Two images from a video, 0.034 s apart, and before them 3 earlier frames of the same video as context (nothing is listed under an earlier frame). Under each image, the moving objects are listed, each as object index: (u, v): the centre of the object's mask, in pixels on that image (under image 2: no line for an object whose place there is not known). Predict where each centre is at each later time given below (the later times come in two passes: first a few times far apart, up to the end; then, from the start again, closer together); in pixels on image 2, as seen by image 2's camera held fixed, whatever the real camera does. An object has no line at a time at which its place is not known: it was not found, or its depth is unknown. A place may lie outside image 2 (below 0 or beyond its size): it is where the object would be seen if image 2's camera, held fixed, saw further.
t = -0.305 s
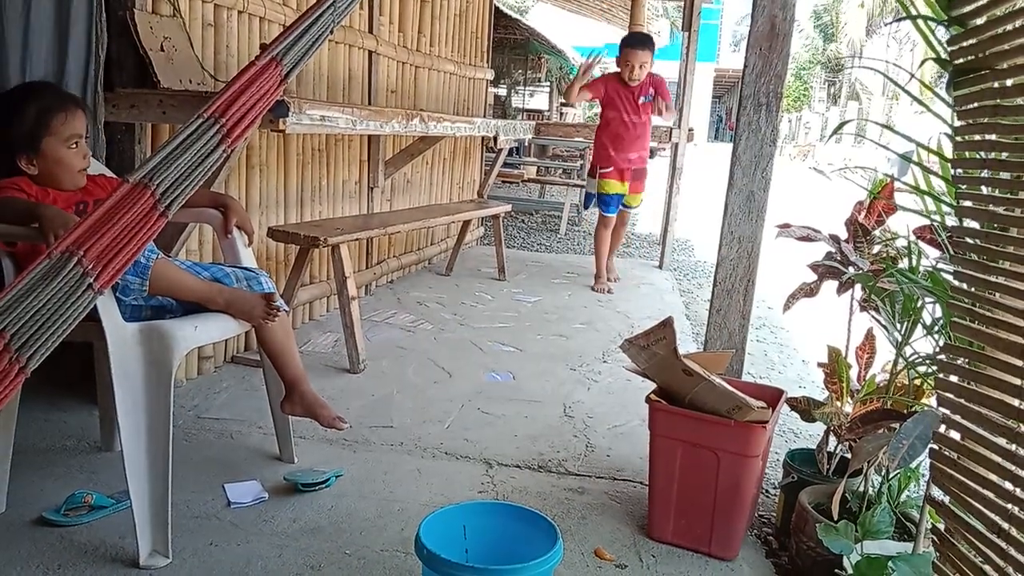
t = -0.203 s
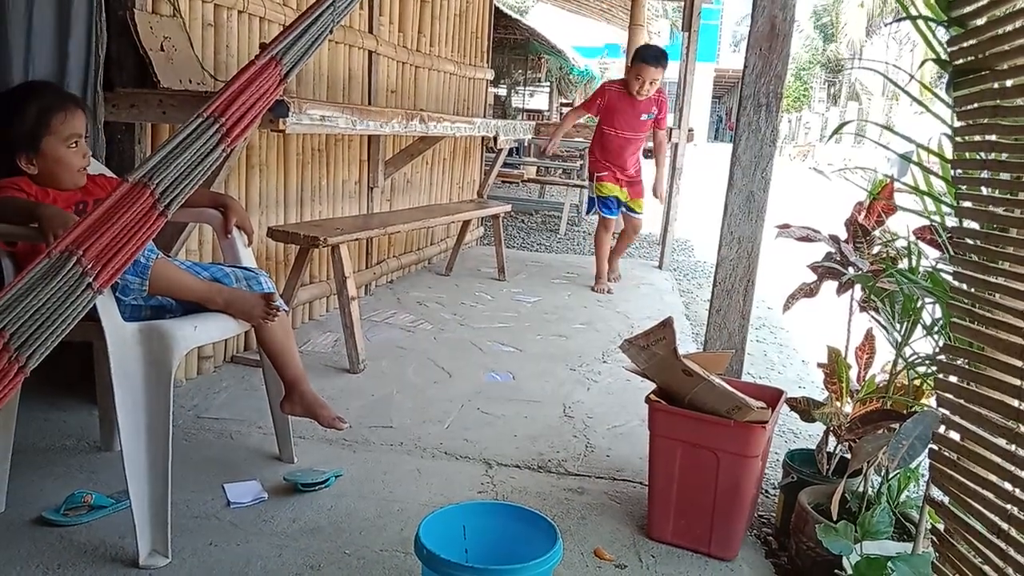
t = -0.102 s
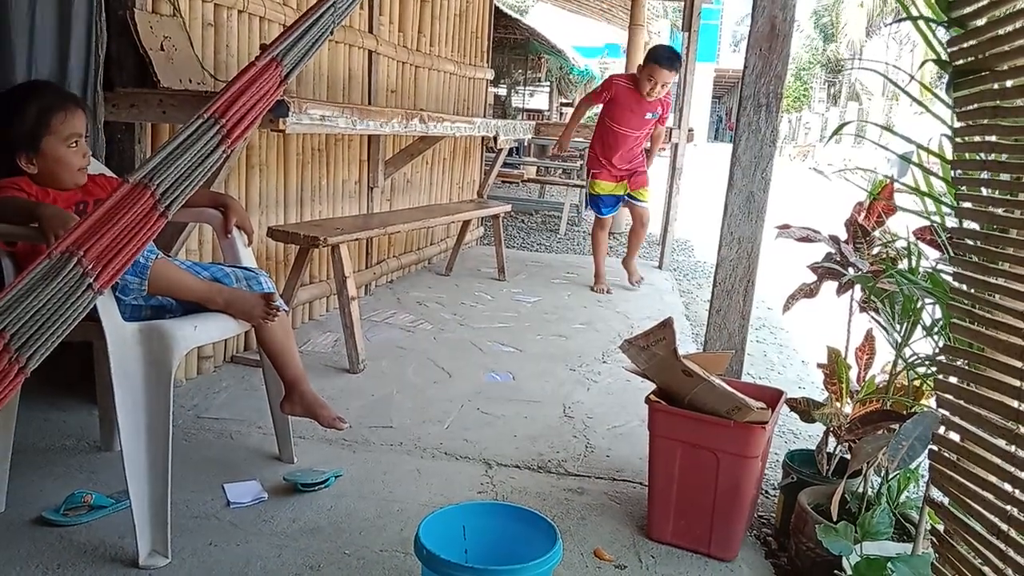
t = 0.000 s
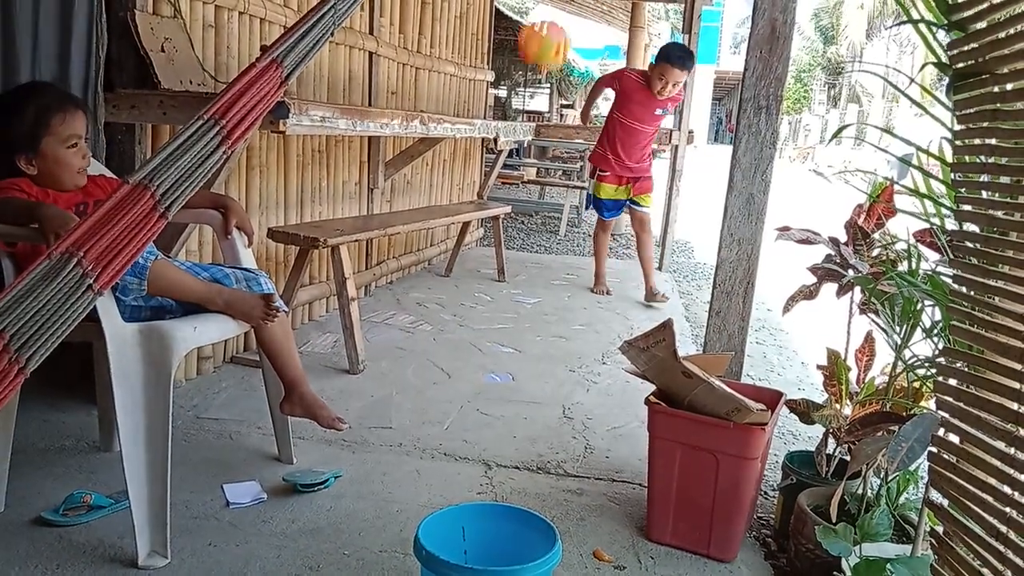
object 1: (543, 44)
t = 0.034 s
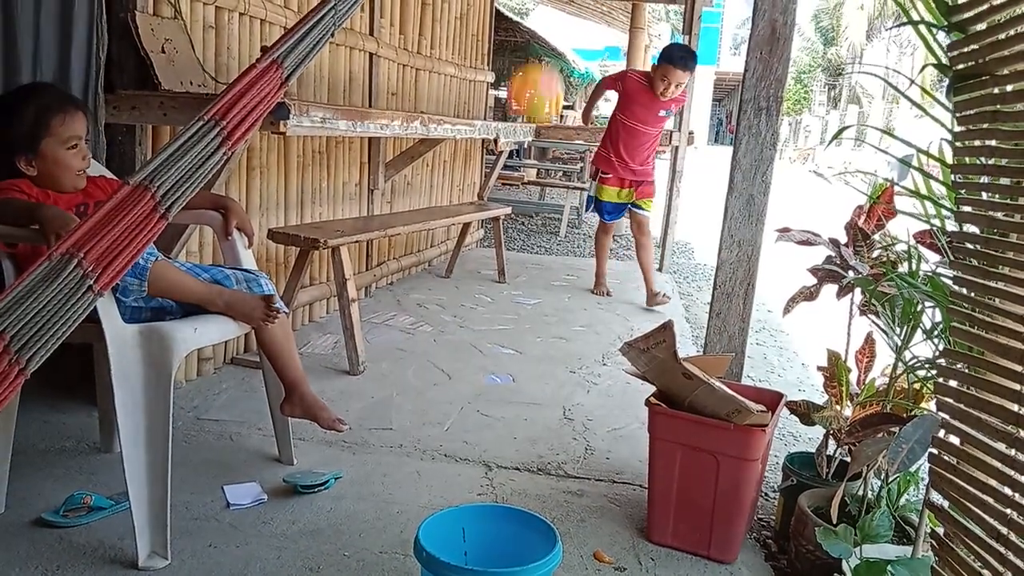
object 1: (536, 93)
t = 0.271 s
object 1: (442, 508)
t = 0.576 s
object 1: (447, 316)
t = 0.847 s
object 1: (426, 514)
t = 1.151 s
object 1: (356, 507)
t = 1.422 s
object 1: (289, 516)
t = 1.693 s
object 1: (237, 513)
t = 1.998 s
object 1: (209, 504)
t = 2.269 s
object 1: (197, 495)
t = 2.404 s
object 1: (193, 491)
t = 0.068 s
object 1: (525, 156)
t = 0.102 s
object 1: (515, 222)
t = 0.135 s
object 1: (502, 299)
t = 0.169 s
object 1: (487, 387)
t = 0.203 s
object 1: (471, 478)
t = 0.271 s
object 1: (442, 508)
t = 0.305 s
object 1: (450, 476)
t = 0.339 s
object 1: (450, 432)
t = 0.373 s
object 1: (451, 397)
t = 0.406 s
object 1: (452, 367)
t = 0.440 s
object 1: (453, 345)
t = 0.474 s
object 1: (453, 327)
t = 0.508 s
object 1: (452, 317)
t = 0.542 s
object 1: (450, 313)
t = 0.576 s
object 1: (447, 316)
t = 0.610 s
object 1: (444, 325)
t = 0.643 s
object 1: (441, 341)
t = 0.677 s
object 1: (438, 362)
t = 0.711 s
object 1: (436, 389)
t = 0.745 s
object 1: (434, 419)
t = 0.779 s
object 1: (433, 453)
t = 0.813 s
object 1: (431, 491)
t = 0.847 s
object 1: (426, 514)
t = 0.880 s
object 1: (421, 504)
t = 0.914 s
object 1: (414, 496)
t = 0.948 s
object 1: (407, 493)
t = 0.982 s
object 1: (399, 496)
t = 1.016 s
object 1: (392, 505)
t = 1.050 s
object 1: (383, 514)
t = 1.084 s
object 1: (375, 506)
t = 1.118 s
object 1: (366, 504)
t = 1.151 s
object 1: (356, 507)
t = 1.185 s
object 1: (347, 514)
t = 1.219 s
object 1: (339, 511)
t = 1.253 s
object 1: (331, 515)
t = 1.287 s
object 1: (322, 512)
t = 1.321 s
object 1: (314, 513)
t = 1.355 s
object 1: (305, 514)
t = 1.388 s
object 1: (296, 516)
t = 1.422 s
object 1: (289, 516)
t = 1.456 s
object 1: (282, 517)
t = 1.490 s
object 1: (275, 517)
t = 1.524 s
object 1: (268, 517)
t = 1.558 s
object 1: (260, 516)
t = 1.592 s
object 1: (254, 516)
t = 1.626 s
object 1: (247, 515)
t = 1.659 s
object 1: (242, 514)
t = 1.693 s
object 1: (237, 513)
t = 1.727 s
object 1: (232, 513)
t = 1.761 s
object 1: (228, 512)
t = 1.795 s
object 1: (225, 512)
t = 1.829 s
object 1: (222, 511)
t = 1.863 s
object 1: (219, 510)
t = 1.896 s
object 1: (217, 508)
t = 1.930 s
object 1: (214, 507)
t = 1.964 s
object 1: (212, 506)
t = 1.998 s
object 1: (209, 504)
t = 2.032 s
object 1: (207, 503)
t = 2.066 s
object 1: (205, 502)
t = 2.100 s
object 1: (204, 500)
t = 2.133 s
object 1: (202, 499)
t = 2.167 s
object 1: (200, 498)
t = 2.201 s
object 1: (199, 497)
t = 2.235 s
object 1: (198, 496)
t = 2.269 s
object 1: (197, 495)
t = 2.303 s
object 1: (196, 494)
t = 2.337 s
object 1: (195, 493)
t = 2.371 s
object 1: (194, 492)
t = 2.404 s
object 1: (193, 491)
